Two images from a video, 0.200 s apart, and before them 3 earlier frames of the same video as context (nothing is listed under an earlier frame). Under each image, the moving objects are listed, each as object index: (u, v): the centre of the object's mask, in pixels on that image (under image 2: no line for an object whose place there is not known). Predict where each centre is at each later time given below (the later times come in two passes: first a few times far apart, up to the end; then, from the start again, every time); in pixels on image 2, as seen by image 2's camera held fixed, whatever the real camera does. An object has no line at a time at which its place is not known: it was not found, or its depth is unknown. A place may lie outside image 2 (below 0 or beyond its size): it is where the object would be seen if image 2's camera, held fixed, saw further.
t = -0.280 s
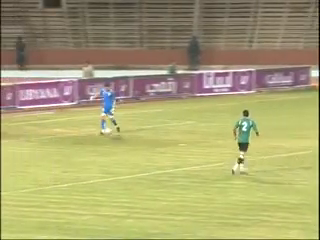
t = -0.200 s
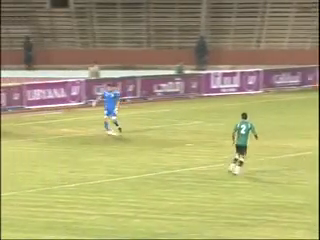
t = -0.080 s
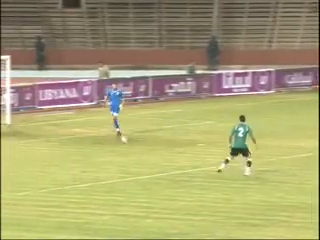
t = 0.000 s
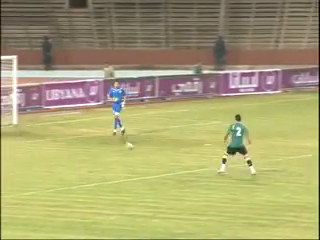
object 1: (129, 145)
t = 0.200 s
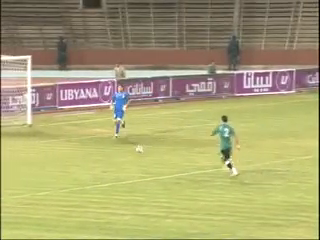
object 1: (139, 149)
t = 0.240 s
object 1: (139, 150)
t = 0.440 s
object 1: (135, 159)
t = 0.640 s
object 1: (131, 166)
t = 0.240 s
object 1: (139, 150)
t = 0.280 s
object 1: (139, 152)
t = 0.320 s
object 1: (137, 155)
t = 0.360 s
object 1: (136, 157)
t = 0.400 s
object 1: (135, 159)
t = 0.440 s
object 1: (135, 159)
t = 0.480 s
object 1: (134, 160)
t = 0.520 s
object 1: (133, 160)
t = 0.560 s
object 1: (132, 162)
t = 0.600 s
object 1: (131, 164)
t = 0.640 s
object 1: (131, 166)
